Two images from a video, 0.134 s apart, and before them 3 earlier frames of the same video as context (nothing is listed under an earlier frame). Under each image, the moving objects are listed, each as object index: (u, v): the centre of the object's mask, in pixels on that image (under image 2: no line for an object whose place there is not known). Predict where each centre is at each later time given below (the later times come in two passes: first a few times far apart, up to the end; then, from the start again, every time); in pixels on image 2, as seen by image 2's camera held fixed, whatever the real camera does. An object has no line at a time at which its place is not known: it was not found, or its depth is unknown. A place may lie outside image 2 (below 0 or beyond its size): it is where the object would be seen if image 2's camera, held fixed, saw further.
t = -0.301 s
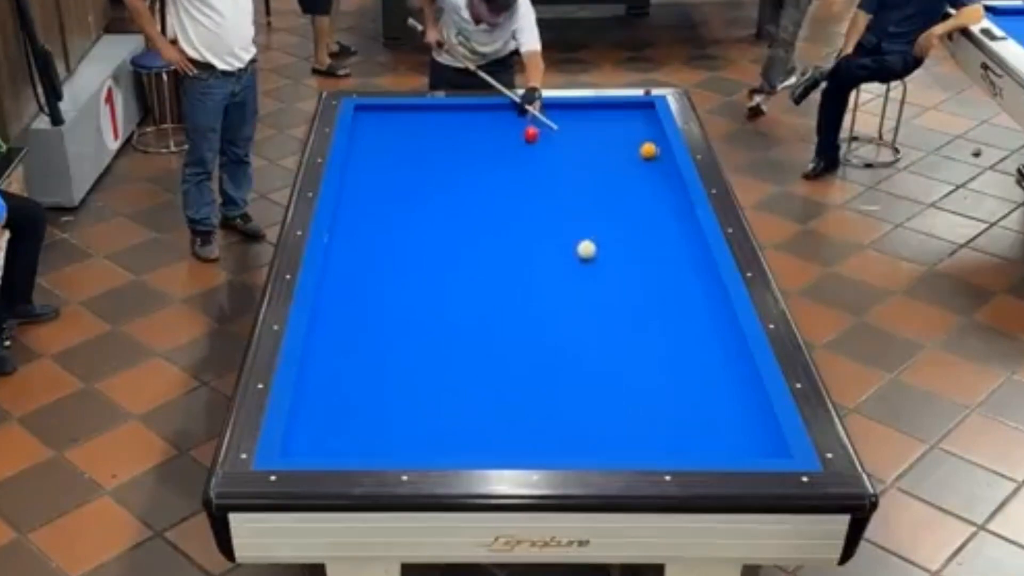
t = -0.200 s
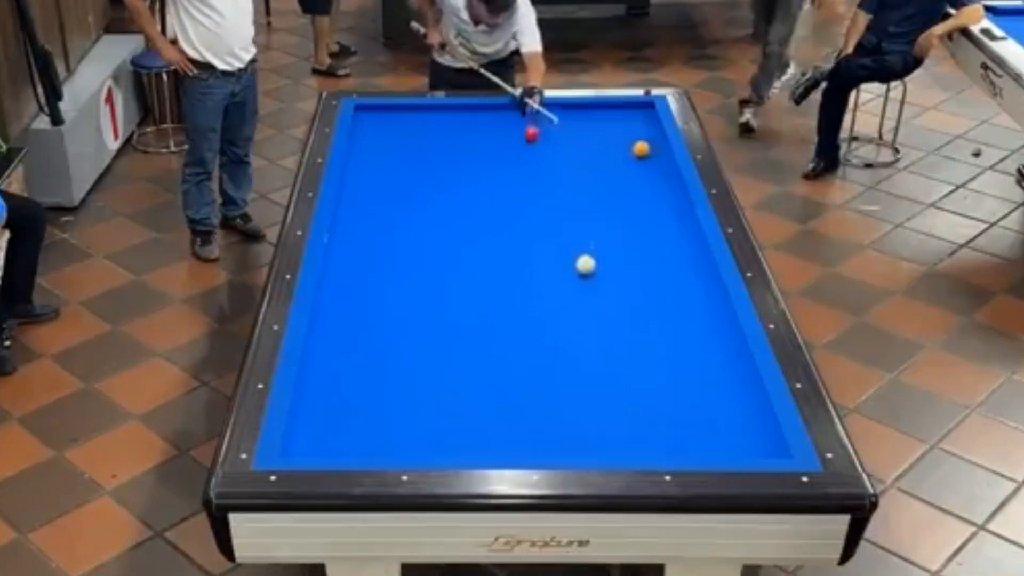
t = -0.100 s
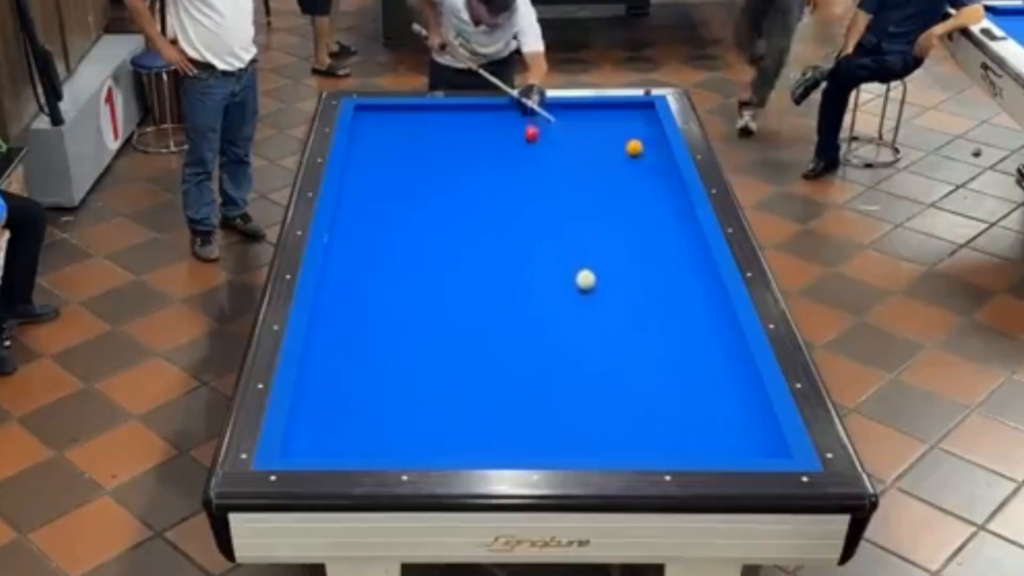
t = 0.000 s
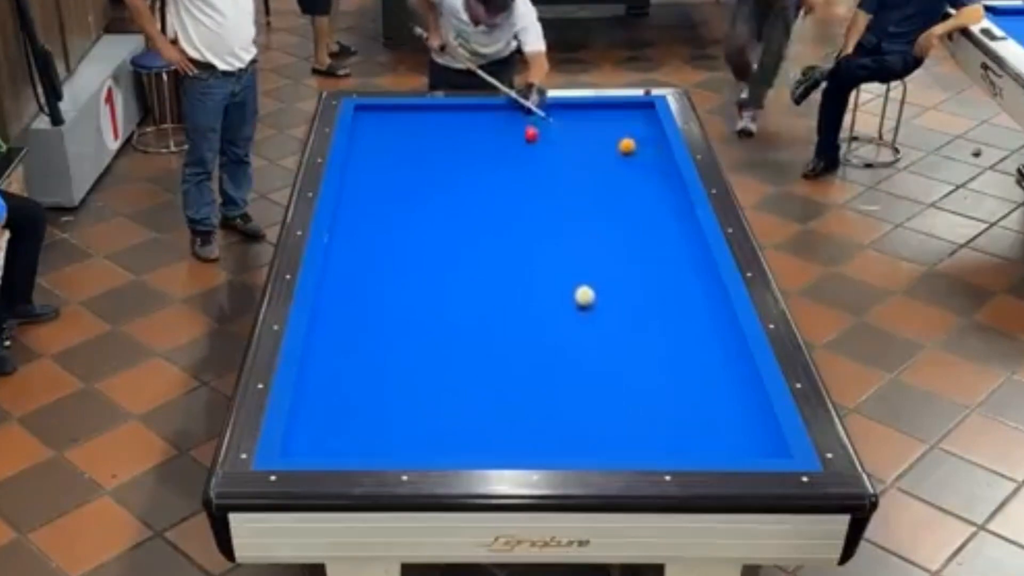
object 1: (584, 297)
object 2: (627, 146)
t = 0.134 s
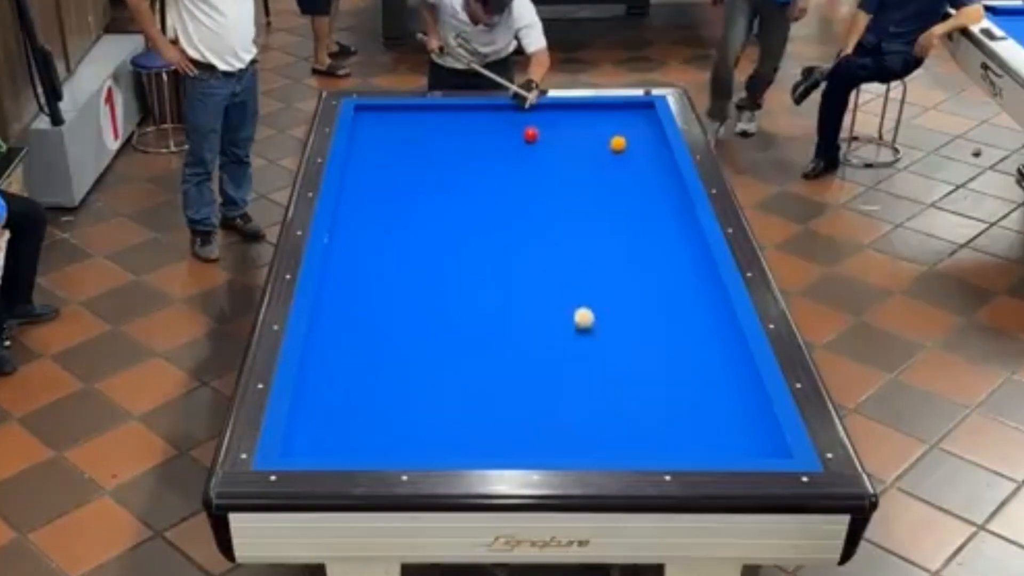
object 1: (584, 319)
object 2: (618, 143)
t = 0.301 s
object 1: (582, 349)
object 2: (607, 141)
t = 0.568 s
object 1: (580, 402)
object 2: (591, 137)
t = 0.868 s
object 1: (576, 444)
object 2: (573, 134)
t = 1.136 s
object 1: (567, 411)
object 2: (559, 131)
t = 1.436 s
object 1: (559, 379)
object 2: (543, 128)
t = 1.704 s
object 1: (551, 353)
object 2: (531, 123)
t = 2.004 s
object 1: (544, 328)
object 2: (518, 122)
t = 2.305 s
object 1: (537, 304)
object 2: (506, 119)
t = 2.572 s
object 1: (532, 285)
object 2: (496, 117)
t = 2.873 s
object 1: (526, 265)
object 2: (487, 115)
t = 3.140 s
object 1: (522, 249)
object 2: (479, 113)
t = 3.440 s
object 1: (518, 232)
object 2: (471, 112)
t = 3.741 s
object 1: (513, 217)
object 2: (463, 111)
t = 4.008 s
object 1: (510, 205)
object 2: (458, 109)
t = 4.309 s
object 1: (506, 192)
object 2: (453, 108)
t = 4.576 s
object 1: (504, 181)
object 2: (449, 107)
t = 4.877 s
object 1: (500, 169)
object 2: (446, 107)
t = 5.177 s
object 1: (498, 159)
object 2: (445, 108)
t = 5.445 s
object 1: (495, 150)
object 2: (444, 108)
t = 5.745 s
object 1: (493, 142)
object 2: (444, 108)
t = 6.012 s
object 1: (491, 134)
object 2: (444, 108)
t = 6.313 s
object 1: (489, 127)
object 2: (444, 108)
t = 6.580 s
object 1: (488, 121)
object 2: (444, 108)
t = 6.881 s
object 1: (486, 115)
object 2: (444, 108)
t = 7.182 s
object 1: (485, 109)
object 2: (444, 108)
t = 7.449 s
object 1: (484, 109)
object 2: (444, 108)
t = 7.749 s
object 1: (484, 110)
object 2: (444, 108)
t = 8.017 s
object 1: (483, 113)
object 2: (444, 108)
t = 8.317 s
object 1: (482, 115)
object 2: (444, 108)
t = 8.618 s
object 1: (482, 117)
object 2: (444, 108)
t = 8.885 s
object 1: (481, 118)
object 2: (444, 108)
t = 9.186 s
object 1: (481, 119)
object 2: (444, 108)
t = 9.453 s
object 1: (480, 120)
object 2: (444, 108)
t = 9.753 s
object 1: (480, 120)
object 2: (444, 108)
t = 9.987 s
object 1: (480, 120)
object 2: (444, 108)
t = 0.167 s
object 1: (583, 325)
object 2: (615, 143)
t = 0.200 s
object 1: (583, 331)
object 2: (613, 142)
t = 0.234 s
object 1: (583, 337)
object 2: (611, 142)
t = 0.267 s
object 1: (583, 343)
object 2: (609, 142)
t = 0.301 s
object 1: (582, 349)
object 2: (607, 141)
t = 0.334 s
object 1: (582, 355)
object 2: (605, 141)
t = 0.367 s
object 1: (582, 362)
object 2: (603, 140)
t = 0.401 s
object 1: (582, 368)
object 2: (601, 140)
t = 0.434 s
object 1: (581, 375)
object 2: (599, 139)
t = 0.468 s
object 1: (581, 381)
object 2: (597, 139)
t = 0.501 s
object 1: (581, 388)
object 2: (594, 138)
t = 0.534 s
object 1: (580, 395)
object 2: (593, 138)
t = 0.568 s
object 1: (580, 402)
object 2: (591, 137)
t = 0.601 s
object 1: (580, 409)
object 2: (589, 137)
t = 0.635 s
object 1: (580, 417)
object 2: (586, 137)
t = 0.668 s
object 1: (580, 424)
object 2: (584, 136)
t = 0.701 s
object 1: (579, 432)
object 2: (583, 135)
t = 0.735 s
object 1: (579, 439)
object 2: (581, 135)
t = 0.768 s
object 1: (578, 444)
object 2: (579, 135)
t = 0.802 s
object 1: (578, 451)
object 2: (576, 134)
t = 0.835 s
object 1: (577, 447)
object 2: (575, 134)
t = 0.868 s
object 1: (576, 444)
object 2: (573, 134)
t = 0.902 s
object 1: (574, 439)
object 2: (571, 134)
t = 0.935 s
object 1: (573, 434)
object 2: (569, 133)
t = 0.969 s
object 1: (572, 430)
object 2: (567, 133)
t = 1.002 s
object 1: (571, 426)
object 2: (566, 132)
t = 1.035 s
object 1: (570, 422)
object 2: (564, 132)
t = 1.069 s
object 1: (569, 418)
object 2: (562, 132)
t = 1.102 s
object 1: (568, 415)
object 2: (560, 131)
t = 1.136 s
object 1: (567, 411)
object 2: (559, 131)
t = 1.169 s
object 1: (566, 407)
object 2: (557, 131)
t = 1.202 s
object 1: (565, 403)
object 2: (555, 130)
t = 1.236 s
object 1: (564, 400)
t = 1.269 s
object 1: (563, 396)
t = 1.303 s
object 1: (562, 393)
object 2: (550, 129)
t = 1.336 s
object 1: (561, 389)
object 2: (549, 129)
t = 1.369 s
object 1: (560, 385)
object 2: (547, 128)
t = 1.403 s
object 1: (559, 382)
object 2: (545, 128)
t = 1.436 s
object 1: (559, 379)
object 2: (543, 128)
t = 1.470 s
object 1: (558, 376)
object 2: (542, 127)
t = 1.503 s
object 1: (557, 372)
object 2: (540, 127)
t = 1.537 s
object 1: (556, 369)
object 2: (539, 126)
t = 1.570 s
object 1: (555, 366)
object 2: (538, 126)
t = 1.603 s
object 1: (554, 363)
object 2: (536, 125)
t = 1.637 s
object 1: (553, 360)
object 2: (534, 124)
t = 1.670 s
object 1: (552, 356)
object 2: (533, 124)
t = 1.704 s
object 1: (551, 353)
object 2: (531, 123)
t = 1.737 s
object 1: (551, 350)
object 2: (529, 123)
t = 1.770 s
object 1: (550, 348)
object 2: (528, 123)
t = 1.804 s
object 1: (549, 344)
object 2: (527, 122)
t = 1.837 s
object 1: (548, 342)
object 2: (525, 122)
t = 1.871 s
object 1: (547, 339)
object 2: (524, 122)
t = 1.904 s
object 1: (546, 336)
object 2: (522, 122)
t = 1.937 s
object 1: (546, 333)
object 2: (520, 122)
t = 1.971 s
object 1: (545, 330)
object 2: (519, 122)
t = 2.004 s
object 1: (544, 328)
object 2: (518, 122)
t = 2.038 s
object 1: (543, 325)
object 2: (517, 121)
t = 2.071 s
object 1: (542, 322)
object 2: (515, 121)
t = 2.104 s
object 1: (541, 320)
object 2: (513, 121)
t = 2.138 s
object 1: (540, 317)
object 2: (512, 120)
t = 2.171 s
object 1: (540, 314)
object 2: (511, 120)
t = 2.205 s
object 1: (540, 312)
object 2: (510, 120)
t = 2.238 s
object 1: (539, 309)
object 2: (508, 120)
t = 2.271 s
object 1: (538, 307)
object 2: (507, 119)
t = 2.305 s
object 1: (537, 304)
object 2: (506, 119)
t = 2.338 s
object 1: (536, 302)
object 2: (505, 119)
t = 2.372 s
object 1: (536, 299)
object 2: (503, 119)
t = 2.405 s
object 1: (535, 297)
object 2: (503, 118)
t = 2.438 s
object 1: (535, 294)
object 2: (501, 118)
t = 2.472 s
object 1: (534, 292)
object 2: (500, 118)
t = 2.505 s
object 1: (533, 289)
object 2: (499, 118)
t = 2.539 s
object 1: (533, 287)
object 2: (497, 117)
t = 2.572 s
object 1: (532, 285)
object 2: (496, 117)
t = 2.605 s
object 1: (531, 283)
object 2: (495, 117)
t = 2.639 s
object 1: (531, 281)
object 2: (494, 116)
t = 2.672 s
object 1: (530, 278)
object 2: (493, 116)
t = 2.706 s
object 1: (529, 276)
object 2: (492, 116)
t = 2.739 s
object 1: (529, 274)
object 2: (490, 116)
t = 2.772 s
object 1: (528, 272)
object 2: (490, 116)
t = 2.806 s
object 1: (528, 270)
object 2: (488, 115)
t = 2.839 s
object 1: (527, 267)
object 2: (488, 115)
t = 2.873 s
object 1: (526, 265)
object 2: (487, 115)
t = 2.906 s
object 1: (526, 263)
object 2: (486, 115)
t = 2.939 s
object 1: (525, 261)
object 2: (484, 115)
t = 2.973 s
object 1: (525, 259)
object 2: (484, 114)
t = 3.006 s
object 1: (524, 257)
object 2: (483, 114)
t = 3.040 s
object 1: (524, 255)
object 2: (482, 114)
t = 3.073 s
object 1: (523, 253)
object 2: (481, 114)
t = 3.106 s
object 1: (523, 251)
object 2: (480, 114)
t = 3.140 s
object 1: (522, 249)
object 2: (479, 113)
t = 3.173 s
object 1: (522, 247)
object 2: (478, 113)
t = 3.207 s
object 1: (521, 245)
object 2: (477, 113)
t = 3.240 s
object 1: (521, 243)
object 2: (476, 113)
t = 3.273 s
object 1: (520, 241)
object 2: (475, 112)
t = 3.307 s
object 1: (519, 240)
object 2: (474, 112)
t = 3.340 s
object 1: (519, 238)
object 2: (473, 112)
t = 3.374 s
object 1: (518, 236)
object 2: (472, 112)
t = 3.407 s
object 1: (518, 234)
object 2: (471, 112)
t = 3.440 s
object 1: (518, 232)
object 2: (471, 112)
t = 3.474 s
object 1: (517, 230)
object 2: (470, 111)
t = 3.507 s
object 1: (516, 229)
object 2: (469, 111)
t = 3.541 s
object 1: (516, 227)
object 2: (468, 111)
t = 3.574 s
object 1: (516, 225)
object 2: (467, 111)
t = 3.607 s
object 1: (515, 223)
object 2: (467, 111)
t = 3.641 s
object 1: (514, 222)
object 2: (466, 111)
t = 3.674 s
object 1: (514, 220)
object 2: (465, 111)
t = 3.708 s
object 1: (514, 219)
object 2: (464, 110)
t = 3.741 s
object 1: (513, 217)
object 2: (463, 111)
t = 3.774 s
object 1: (513, 215)
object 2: (463, 110)
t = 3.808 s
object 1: (512, 214)
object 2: (462, 110)
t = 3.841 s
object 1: (512, 213)
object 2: (461, 110)
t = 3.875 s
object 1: (511, 211)
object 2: (461, 110)
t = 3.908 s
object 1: (511, 210)
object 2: (461, 110)
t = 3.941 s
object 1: (511, 207)
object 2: (460, 110)
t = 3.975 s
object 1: (510, 206)
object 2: (459, 109)
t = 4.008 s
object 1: (510, 205)
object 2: (458, 109)
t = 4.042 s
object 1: (510, 203)
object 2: (458, 109)
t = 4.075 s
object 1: (510, 202)
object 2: (457, 109)
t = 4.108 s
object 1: (509, 200)
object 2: (457, 109)
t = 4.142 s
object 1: (509, 198)
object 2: (456, 108)
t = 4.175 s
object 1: (508, 197)
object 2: (455, 108)
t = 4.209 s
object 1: (508, 196)
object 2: (455, 108)
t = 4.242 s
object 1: (508, 194)
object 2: (454, 108)
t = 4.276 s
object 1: (507, 193)
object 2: (453, 108)
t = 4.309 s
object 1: (506, 192)
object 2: (453, 108)
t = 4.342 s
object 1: (506, 190)
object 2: (453, 107)
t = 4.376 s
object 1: (506, 189)
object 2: (452, 107)
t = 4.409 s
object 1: (506, 187)
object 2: (451, 107)
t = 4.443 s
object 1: (505, 186)
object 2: (451, 107)
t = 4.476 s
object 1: (505, 185)
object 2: (450, 107)
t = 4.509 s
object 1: (504, 183)
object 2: (450, 107)
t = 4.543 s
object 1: (504, 182)
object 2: (450, 107)
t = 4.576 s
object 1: (504, 181)
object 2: (449, 107)
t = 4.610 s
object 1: (503, 180)
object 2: (449, 107)
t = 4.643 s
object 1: (503, 178)
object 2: (449, 107)
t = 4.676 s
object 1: (503, 177)
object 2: (449, 107)
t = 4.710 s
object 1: (502, 176)
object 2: (448, 107)
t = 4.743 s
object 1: (502, 174)
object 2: (447, 107)
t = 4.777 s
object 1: (501, 172)
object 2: (448, 107)
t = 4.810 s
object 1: (501, 171)
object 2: (447, 107)
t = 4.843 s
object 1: (500, 170)
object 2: (447, 107)
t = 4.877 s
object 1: (500, 169)
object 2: (446, 107)
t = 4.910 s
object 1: (500, 168)
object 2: (446, 107)
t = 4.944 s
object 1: (500, 166)
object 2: (446, 107)
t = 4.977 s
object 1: (500, 165)
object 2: (446, 108)
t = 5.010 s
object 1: (499, 164)
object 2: (445, 107)
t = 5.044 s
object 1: (499, 163)
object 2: (445, 107)
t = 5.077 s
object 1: (499, 162)
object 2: (445, 108)
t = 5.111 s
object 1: (498, 161)
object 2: (445, 108)
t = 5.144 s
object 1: (498, 160)
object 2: (445, 108)
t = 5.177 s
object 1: (498, 159)
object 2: (445, 108)
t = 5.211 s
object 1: (497, 157)
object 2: (444, 108)
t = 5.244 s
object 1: (497, 156)
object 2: (444, 108)
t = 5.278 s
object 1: (496, 155)
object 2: (444, 108)
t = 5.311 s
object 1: (496, 154)
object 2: (444, 108)
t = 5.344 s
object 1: (496, 153)
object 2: (444, 108)
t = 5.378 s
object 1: (496, 152)
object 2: (444, 108)
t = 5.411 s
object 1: (495, 151)
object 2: (444, 108)
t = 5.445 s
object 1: (495, 150)
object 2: (444, 108)
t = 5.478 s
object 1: (495, 149)
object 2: (444, 108)
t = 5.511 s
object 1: (495, 148)
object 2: (444, 108)
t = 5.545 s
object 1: (494, 147)
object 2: (444, 108)
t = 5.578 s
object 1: (494, 146)
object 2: (444, 108)
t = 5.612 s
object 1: (494, 145)
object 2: (444, 108)
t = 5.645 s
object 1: (494, 144)
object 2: (444, 108)
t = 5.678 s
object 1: (493, 143)
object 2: (444, 108)
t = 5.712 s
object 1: (493, 142)
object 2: (444, 108)
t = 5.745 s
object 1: (493, 142)
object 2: (444, 108)
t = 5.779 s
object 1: (493, 140)
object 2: (444, 108)
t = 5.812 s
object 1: (493, 139)
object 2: (444, 108)
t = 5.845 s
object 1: (492, 139)
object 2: (444, 108)
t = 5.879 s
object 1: (492, 138)
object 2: (444, 108)
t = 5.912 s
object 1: (492, 137)
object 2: (444, 108)
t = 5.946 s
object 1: (492, 136)
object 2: (444, 108)
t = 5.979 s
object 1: (492, 135)
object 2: (444, 108)
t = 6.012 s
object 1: (491, 134)
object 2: (444, 108)
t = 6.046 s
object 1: (491, 133)
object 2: (444, 108)
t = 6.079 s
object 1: (491, 133)
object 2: (444, 108)
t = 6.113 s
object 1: (490, 131)
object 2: (444, 108)
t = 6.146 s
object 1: (490, 131)
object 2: (444, 108)
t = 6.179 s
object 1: (490, 130)
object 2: (444, 108)
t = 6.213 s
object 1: (490, 129)
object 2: (444, 108)
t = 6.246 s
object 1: (490, 129)
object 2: (444, 108)
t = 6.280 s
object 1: (489, 127)
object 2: (444, 108)
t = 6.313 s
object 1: (489, 127)
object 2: (444, 108)
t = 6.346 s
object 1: (489, 126)
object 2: (444, 108)
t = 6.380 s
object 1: (489, 125)
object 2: (444, 108)
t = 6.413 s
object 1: (488, 125)
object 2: (444, 108)
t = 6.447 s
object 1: (488, 124)
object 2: (444, 108)
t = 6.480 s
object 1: (488, 123)
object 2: (444, 108)
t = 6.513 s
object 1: (488, 122)
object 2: (444, 108)
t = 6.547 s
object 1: (488, 121)
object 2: (444, 108)
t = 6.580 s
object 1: (488, 121)
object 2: (444, 108)
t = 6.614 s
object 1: (488, 120)
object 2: (444, 108)
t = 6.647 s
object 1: (488, 119)
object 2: (444, 108)
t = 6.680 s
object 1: (488, 119)
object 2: (444, 108)
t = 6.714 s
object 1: (487, 118)
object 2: (444, 108)
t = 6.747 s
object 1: (487, 117)
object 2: (444, 108)
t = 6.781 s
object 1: (487, 117)
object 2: (444, 108)
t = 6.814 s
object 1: (487, 116)
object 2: (444, 108)
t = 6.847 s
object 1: (487, 115)
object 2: (444, 108)
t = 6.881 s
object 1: (486, 115)
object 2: (444, 108)
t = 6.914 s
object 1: (486, 114)
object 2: (444, 108)
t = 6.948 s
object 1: (486, 114)
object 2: (444, 108)
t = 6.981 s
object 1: (486, 113)
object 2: (444, 108)
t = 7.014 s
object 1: (486, 112)
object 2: (444, 108)
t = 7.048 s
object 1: (486, 112)
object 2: (444, 108)
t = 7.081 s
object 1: (486, 112)
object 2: (444, 108)
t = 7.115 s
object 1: (485, 110)
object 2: (444, 108)
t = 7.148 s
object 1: (485, 109)
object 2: (444, 108)
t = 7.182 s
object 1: (485, 109)
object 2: (444, 108)
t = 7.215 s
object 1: (485, 108)
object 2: (444, 108)
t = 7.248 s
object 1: (485, 108)
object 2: (444, 108)
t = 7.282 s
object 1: (485, 107)
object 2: (444, 108)
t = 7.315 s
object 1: (485, 107)
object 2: (444, 108)
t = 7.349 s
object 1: (485, 107)
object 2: (444, 108)
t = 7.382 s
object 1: (485, 108)
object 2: (444, 108)
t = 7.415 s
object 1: (484, 108)
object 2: (444, 108)
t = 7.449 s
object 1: (484, 109)
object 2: (444, 108)
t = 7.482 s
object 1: (484, 109)
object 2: (444, 108)
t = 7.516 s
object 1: (484, 109)
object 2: (444, 108)
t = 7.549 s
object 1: (484, 109)
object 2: (444, 108)
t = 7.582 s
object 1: (484, 109)
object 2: (444, 108)
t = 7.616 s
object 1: (484, 110)
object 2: (444, 108)
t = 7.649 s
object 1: (484, 110)
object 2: (444, 108)
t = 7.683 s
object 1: (484, 110)
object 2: (444, 108)
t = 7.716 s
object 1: (484, 110)
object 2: (444, 108)
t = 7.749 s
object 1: (484, 110)
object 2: (444, 108)
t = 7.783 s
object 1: (484, 111)
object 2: (444, 108)
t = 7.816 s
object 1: (484, 111)
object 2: (444, 108)
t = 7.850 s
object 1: (484, 111)
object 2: (444, 108)
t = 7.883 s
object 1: (484, 112)
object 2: (444, 108)
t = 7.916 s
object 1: (483, 113)
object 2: (444, 108)
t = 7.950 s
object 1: (483, 113)
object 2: (444, 108)
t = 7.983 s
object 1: (483, 113)
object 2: (444, 108)
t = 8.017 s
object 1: (483, 113)
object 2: (444, 108)
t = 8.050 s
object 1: (483, 114)
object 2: (444, 108)
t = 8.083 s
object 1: (483, 114)
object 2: (444, 108)
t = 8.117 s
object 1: (483, 114)
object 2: (444, 108)
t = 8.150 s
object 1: (483, 114)
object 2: (444, 108)
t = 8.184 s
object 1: (483, 115)
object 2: (444, 108)
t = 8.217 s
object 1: (483, 115)
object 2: (444, 108)
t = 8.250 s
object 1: (482, 115)
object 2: (444, 108)
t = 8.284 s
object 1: (482, 115)
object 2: (444, 108)
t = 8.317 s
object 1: (482, 115)
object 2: (444, 108)
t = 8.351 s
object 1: (482, 115)
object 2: (444, 108)
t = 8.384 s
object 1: (482, 115)
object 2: (444, 108)
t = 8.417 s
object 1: (482, 116)
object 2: (444, 108)
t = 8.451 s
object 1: (482, 116)
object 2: (444, 108)
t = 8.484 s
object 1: (482, 116)
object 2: (444, 108)
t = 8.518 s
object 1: (482, 116)
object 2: (444, 108)
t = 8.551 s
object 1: (482, 116)
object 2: (444, 108)
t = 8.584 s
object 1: (482, 117)
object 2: (444, 108)
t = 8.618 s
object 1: (482, 117)
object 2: (444, 108)
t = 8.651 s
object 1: (481, 117)
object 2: (444, 108)
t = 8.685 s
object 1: (481, 117)
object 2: (444, 108)
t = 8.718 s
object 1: (481, 117)
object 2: (444, 108)
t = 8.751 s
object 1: (481, 117)
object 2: (444, 108)
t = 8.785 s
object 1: (481, 118)
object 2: (444, 108)
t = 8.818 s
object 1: (481, 118)
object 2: (444, 108)
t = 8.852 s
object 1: (481, 118)
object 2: (444, 108)
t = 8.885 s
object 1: (481, 118)
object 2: (444, 108)
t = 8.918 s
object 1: (481, 118)
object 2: (444, 108)
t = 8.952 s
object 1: (481, 118)
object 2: (444, 108)
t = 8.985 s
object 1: (481, 118)
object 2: (444, 108)
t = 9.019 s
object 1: (481, 118)
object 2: (444, 108)
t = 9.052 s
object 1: (481, 118)
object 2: (444, 108)
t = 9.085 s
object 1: (481, 119)
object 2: (444, 108)
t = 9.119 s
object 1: (481, 119)
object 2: (444, 108)
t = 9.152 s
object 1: (481, 119)
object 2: (444, 108)
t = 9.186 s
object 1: (481, 119)
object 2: (444, 108)
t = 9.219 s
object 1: (481, 119)
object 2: (444, 108)
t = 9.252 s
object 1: (481, 120)
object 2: (444, 108)
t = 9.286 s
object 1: (481, 120)
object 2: (444, 108)
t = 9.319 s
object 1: (481, 120)
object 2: (444, 108)
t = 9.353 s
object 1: (481, 120)
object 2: (444, 108)
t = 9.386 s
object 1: (481, 120)
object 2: (444, 108)
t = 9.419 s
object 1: (480, 120)
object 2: (444, 108)
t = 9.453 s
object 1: (480, 120)
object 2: (444, 108)
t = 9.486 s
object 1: (480, 120)
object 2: (444, 108)
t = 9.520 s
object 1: (480, 120)
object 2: (444, 108)
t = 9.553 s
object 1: (480, 120)
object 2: (444, 108)
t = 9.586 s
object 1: (480, 120)
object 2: (444, 108)
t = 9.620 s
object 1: (480, 120)
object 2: (444, 108)
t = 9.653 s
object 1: (480, 120)
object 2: (444, 108)
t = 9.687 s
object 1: (480, 120)
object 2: (444, 108)
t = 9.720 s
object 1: (480, 120)
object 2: (444, 108)
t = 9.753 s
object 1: (480, 120)
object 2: (444, 108)
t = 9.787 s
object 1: (480, 120)
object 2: (444, 108)
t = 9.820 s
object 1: (480, 120)
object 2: (444, 108)
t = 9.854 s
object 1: (480, 120)
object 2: (444, 108)
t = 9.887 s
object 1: (480, 120)
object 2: (444, 108)
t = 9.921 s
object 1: (480, 120)
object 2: (444, 108)
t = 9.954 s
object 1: (480, 120)
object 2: (444, 108)
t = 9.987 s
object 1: (480, 120)
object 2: (444, 108)
